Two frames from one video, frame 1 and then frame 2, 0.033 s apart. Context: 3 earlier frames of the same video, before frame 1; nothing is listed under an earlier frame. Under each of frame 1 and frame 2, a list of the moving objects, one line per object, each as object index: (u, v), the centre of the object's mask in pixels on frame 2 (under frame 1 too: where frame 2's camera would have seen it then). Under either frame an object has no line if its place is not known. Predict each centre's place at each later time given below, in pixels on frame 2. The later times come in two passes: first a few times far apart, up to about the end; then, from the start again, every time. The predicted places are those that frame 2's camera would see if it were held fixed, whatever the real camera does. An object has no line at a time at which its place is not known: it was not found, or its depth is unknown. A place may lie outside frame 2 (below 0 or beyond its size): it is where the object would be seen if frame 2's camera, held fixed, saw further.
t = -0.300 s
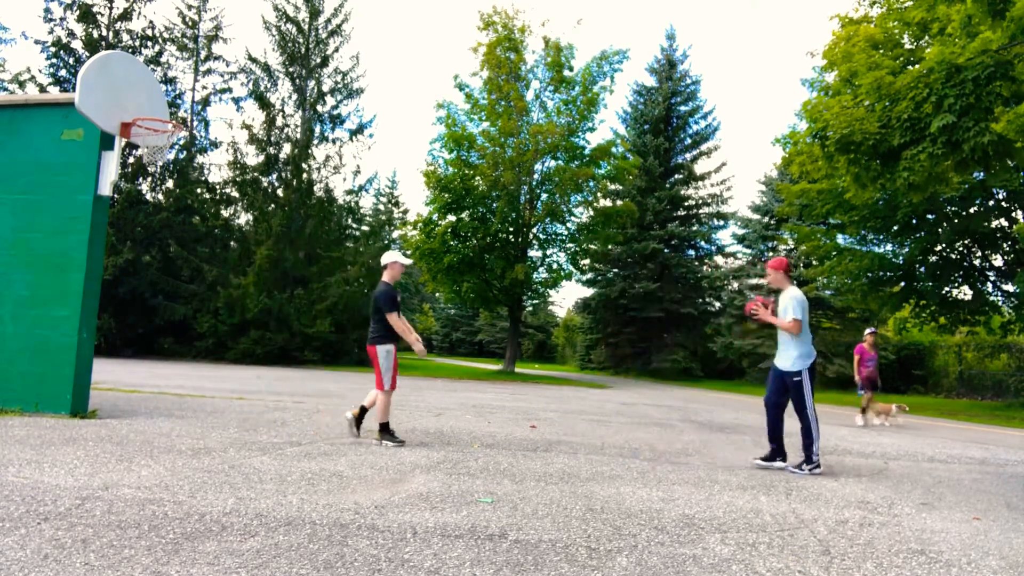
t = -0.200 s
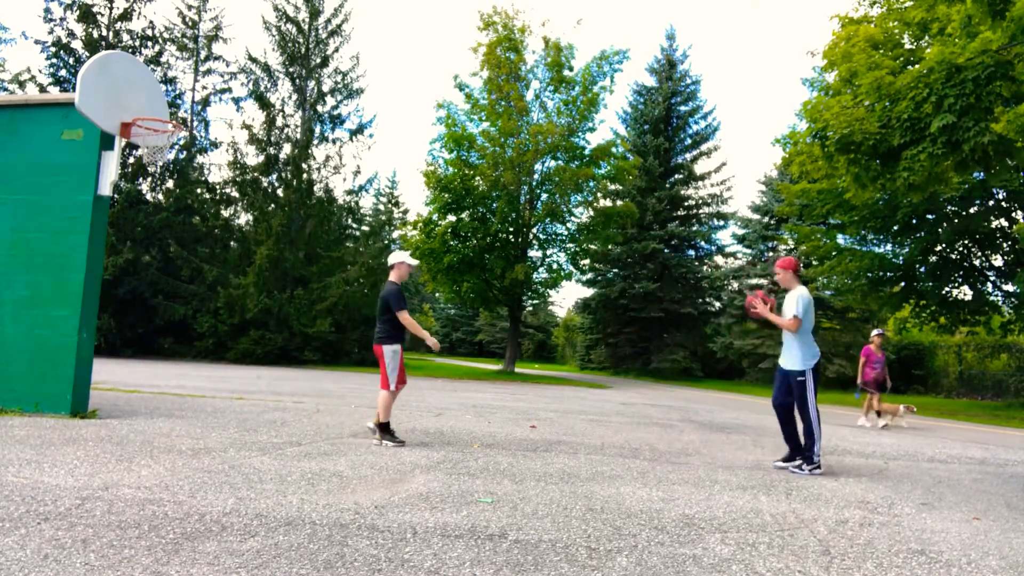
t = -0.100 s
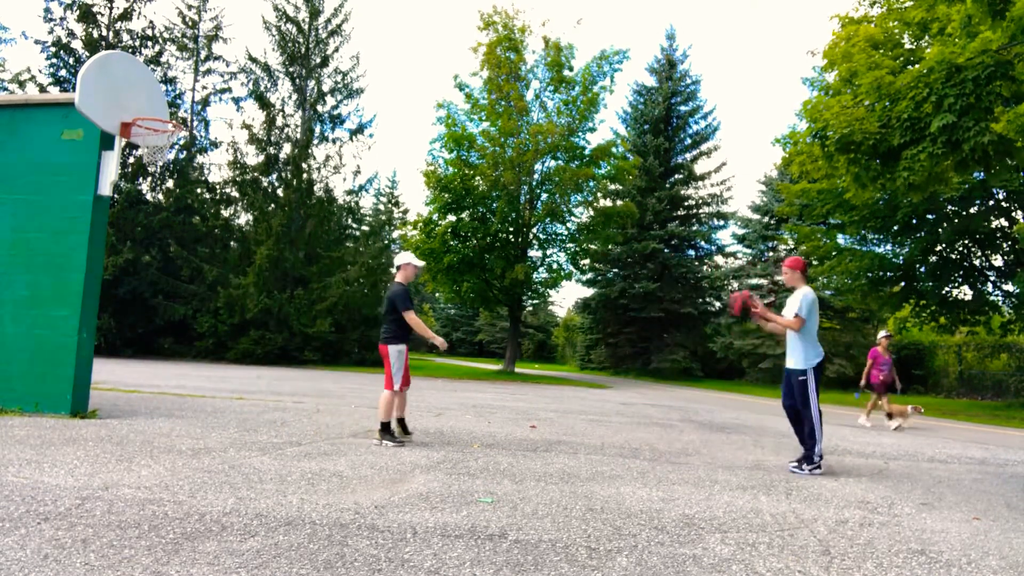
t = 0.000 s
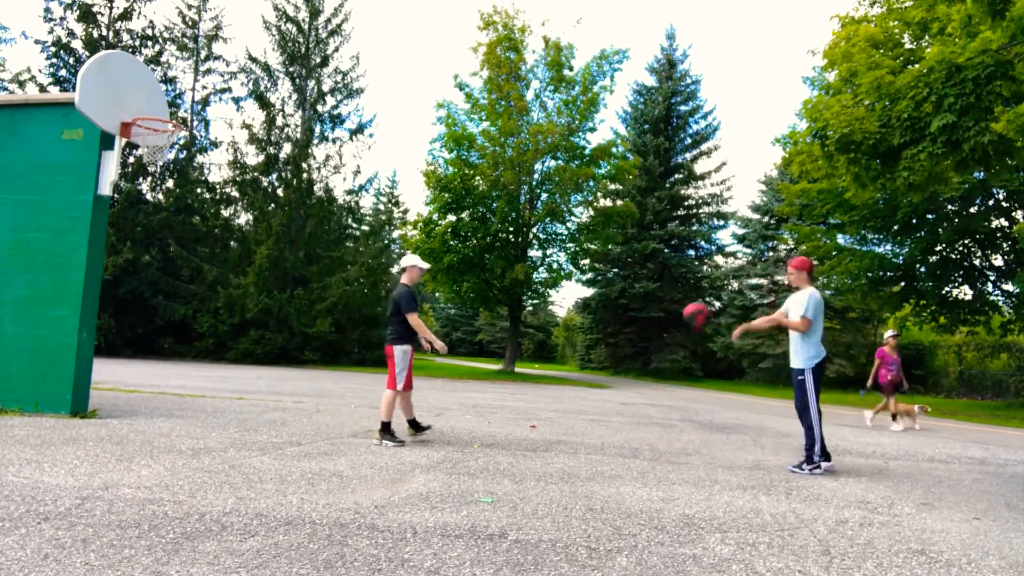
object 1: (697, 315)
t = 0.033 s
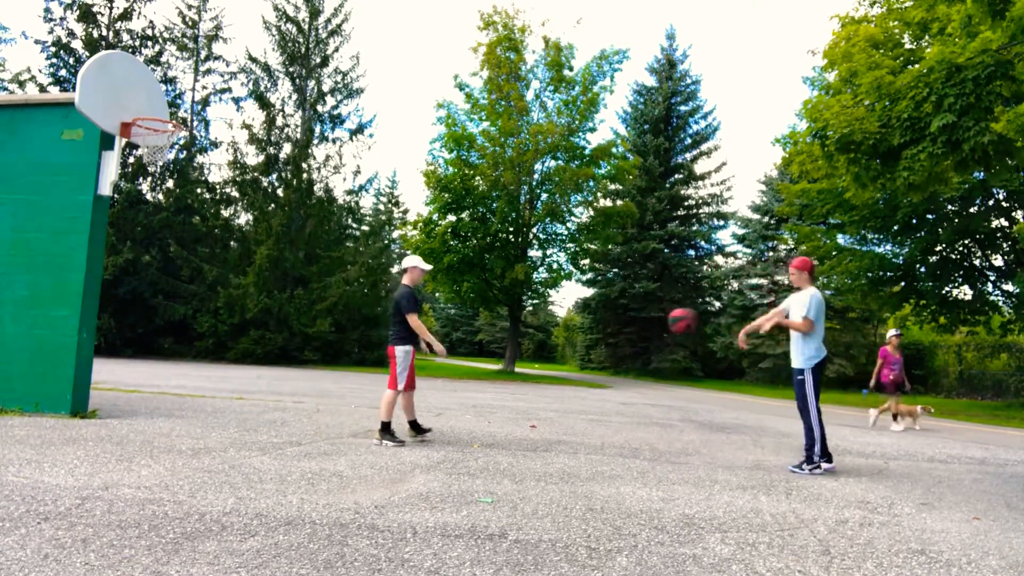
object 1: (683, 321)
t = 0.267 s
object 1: (571, 400)
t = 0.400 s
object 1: (524, 417)
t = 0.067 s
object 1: (666, 329)
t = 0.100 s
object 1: (650, 338)
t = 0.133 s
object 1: (634, 348)
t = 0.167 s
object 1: (618, 359)
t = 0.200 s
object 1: (602, 371)
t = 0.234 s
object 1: (587, 385)
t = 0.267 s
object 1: (571, 400)
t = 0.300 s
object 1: (555, 415)
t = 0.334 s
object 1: (540, 431)
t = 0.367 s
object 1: (529, 434)
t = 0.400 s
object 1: (524, 417)
